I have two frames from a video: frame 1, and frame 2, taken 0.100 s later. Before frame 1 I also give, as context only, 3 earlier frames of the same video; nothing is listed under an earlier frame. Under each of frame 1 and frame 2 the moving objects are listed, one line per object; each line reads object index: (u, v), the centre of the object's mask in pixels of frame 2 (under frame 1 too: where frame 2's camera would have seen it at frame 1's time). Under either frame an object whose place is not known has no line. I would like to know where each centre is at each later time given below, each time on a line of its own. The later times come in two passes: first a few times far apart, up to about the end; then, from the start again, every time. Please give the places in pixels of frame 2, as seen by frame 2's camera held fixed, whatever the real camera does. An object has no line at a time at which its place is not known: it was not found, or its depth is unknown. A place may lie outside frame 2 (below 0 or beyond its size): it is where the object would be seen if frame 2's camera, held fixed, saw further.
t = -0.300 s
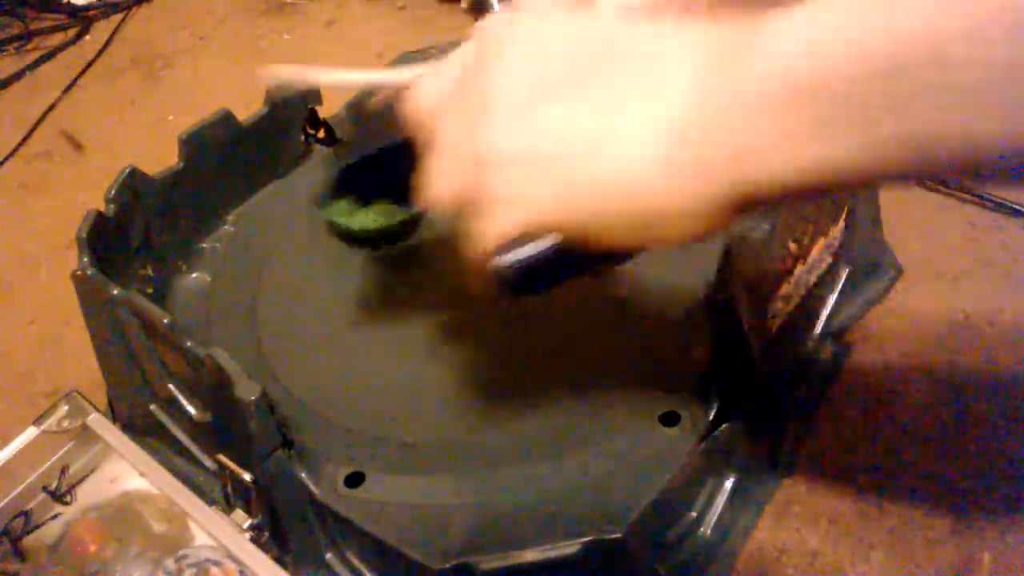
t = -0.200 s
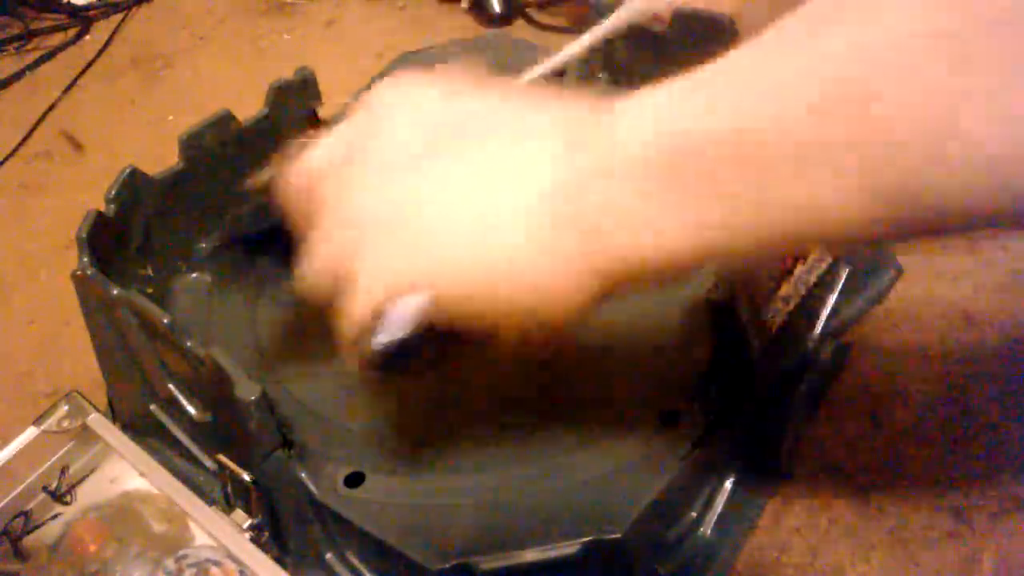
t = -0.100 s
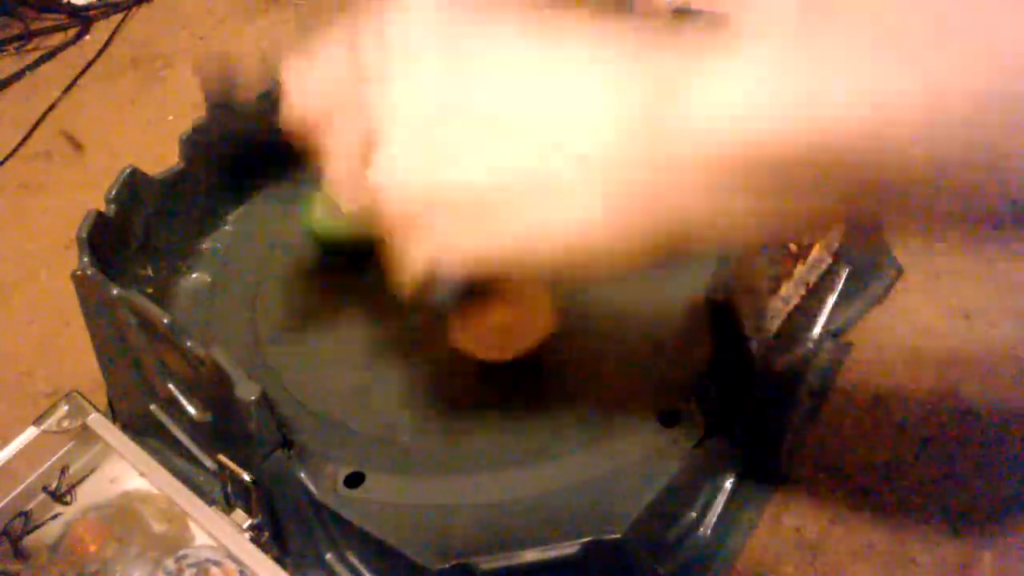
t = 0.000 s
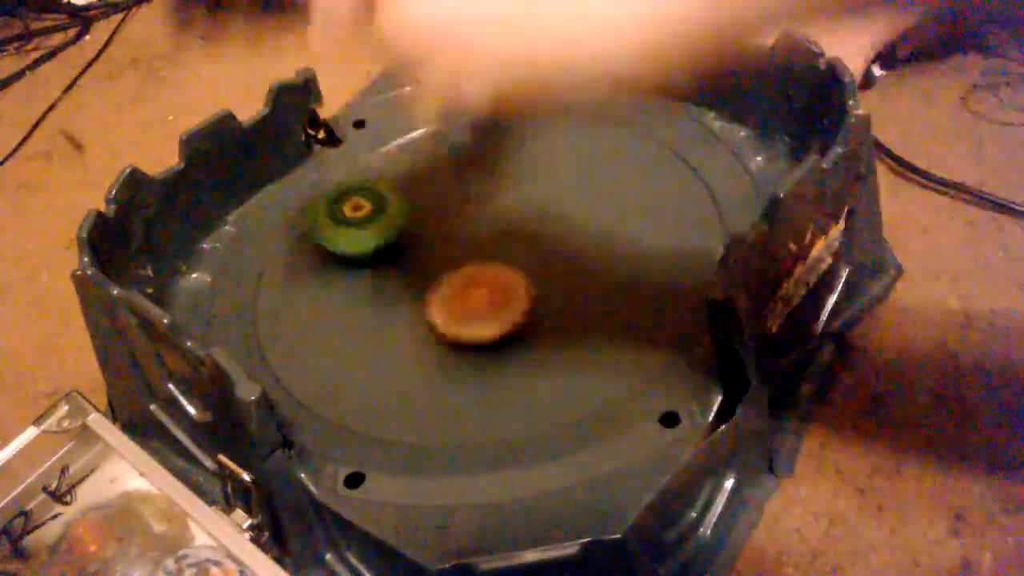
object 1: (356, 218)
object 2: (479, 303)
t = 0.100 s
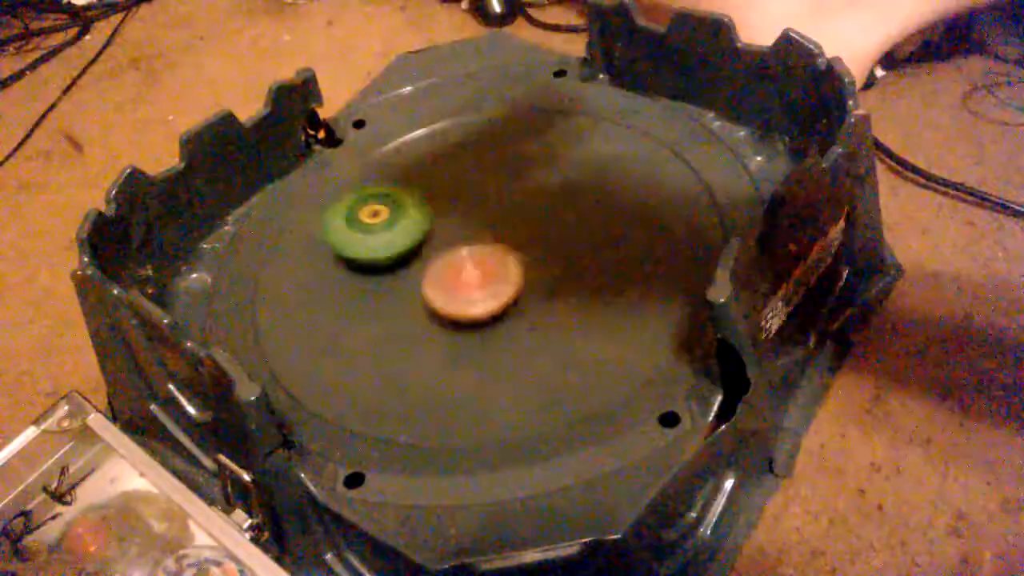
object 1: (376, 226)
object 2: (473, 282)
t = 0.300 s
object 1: (415, 213)
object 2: (495, 249)
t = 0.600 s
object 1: (404, 154)
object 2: (522, 256)
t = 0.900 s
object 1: (374, 147)
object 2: (494, 229)
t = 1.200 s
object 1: (389, 177)
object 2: (460, 232)
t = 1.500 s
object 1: (401, 187)
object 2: (530, 264)
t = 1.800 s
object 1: (449, 195)
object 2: (548, 257)
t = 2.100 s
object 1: (459, 194)
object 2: (549, 266)
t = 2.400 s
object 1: (452, 163)
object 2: (548, 320)
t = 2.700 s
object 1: (403, 164)
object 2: (539, 318)
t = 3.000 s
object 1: (406, 211)
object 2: (471, 279)
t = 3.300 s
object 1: (463, 211)
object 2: (410, 305)
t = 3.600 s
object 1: (508, 206)
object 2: (426, 267)
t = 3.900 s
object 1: (555, 173)
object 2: (384, 238)
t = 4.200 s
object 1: (531, 189)
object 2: (398, 209)
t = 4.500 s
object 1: (503, 246)
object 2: (409, 180)
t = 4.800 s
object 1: (498, 274)
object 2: (435, 182)
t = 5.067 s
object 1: (465, 287)
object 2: (468, 204)
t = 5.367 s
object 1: (428, 288)
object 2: (502, 222)
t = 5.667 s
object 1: (361, 269)
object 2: (537, 231)
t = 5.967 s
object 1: (340, 230)
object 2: (527, 231)
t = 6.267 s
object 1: (384, 190)
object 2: (471, 232)
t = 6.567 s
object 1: (449, 167)
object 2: (444, 239)
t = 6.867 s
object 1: (510, 177)
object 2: (433, 249)
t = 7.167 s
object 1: (527, 224)
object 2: (414, 237)
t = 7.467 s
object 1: (482, 260)
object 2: (411, 211)
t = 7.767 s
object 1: (431, 263)
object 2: (432, 163)
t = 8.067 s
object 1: (419, 233)
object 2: (463, 133)
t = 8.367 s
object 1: (418, 225)
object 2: (507, 174)
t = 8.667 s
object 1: (395, 216)
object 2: (493, 278)
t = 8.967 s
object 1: (404, 212)
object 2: (404, 304)
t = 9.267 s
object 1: (455, 202)
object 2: (383, 262)
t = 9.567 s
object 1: (518, 187)
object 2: (397, 233)
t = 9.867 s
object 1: (526, 218)
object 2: (423, 216)
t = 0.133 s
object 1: (385, 227)
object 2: (472, 275)
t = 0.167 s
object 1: (392, 227)
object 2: (473, 268)
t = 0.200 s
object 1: (400, 225)
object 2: (477, 262)
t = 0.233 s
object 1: (406, 222)
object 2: (483, 257)
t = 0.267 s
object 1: (411, 217)
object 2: (489, 253)
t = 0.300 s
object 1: (415, 213)
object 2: (495, 249)
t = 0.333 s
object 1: (420, 208)
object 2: (501, 244)
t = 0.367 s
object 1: (425, 203)
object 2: (506, 238)
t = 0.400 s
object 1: (428, 199)
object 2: (506, 235)
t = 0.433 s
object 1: (431, 194)
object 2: (504, 232)
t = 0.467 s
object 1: (427, 185)
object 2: (509, 239)
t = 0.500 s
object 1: (421, 174)
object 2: (515, 248)
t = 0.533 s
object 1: (415, 165)
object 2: (518, 253)
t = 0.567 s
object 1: (410, 159)
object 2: (521, 256)
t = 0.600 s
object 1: (404, 154)
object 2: (522, 256)
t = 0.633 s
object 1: (400, 151)
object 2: (522, 255)
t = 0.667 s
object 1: (395, 149)
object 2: (522, 252)
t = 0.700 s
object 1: (391, 148)
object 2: (521, 249)
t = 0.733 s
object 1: (386, 147)
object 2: (519, 245)
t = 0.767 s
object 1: (382, 147)
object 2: (514, 241)
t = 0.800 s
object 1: (379, 146)
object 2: (511, 238)
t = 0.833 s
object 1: (376, 147)
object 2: (506, 235)
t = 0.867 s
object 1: (374, 147)
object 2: (500, 232)
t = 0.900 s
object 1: (374, 147)
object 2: (494, 229)
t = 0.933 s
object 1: (373, 149)
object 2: (488, 227)
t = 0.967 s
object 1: (373, 152)
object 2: (483, 225)
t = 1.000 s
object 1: (372, 154)
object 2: (478, 223)
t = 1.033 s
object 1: (374, 158)
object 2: (473, 222)
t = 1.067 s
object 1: (377, 163)
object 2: (468, 221)
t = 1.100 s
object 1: (380, 168)
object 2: (463, 221)
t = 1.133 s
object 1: (384, 173)
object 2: (459, 221)
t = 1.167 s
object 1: (388, 177)
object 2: (455, 222)
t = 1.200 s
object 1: (389, 177)
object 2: (460, 232)
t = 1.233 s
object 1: (386, 174)
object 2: (471, 246)
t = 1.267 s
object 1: (386, 173)
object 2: (479, 256)
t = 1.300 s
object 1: (386, 173)
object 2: (487, 262)
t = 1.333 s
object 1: (386, 175)
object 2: (496, 266)
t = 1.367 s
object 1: (387, 177)
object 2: (505, 268)
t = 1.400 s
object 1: (389, 178)
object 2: (513, 269)
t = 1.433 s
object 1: (392, 182)
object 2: (520, 268)
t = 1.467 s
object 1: (397, 185)
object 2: (526, 266)
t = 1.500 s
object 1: (401, 187)
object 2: (530, 264)
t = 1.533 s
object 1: (407, 191)
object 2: (533, 261)
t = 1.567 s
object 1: (413, 194)
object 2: (535, 258)
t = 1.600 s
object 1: (421, 196)
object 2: (535, 254)
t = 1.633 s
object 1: (428, 199)
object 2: (535, 250)
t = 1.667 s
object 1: (436, 201)
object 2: (534, 247)
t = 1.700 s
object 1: (443, 203)
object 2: (531, 243)
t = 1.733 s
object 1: (450, 206)
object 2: (528, 242)
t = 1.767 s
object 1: (451, 200)
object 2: (537, 248)
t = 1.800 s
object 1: (449, 195)
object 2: (548, 257)
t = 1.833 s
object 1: (449, 192)
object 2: (555, 264)
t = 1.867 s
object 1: (450, 190)
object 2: (559, 268)
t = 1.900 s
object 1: (452, 189)
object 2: (561, 271)
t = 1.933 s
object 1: (452, 189)
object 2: (561, 272)
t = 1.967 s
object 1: (454, 188)
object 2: (560, 272)
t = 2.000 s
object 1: (455, 189)
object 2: (558, 271)
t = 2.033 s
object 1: (456, 191)
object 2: (556, 269)
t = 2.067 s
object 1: (458, 192)
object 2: (554, 267)
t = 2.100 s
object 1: (459, 194)
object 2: (549, 266)
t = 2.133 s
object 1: (461, 196)
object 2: (546, 264)
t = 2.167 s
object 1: (464, 197)
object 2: (540, 262)
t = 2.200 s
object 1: (467, 200)
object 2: (535, 259)
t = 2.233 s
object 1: (469, 202)
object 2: (531, 257)
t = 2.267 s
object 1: (471, 203)
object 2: (527, 258)
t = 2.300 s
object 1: (469, 190)
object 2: (534, 276)
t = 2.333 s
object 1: (463, 177)
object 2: (540, 294)
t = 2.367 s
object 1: (459, 169)
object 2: (545, 309)
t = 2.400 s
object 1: (452, 163)
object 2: (548, 320)
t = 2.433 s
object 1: (448, 160)
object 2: (550, 327)
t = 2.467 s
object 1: (442, 158)
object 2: (550, 330)
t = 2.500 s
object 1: (436, 156)
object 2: (552, 332)
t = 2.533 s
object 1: (430, 156)
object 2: (553, 332)
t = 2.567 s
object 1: (425, 157)
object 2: (552, 330)
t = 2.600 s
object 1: (419, 157)
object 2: (550, 328)
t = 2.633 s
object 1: (414, 158)
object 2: (547, 326)
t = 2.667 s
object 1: (409, 160)
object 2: (543, 322)
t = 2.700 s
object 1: (403, 164)
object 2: (539, 318)
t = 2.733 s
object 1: (399, 167)
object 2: (533, 314)
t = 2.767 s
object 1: (397, 172)
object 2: (527, 308)
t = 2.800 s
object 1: (394, 177)
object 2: (521, 303)
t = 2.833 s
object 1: (394, 182)
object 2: (514, 298)
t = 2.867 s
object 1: (394, 188)
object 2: (507, 294)
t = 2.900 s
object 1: (396, 192)
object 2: (498, 290)
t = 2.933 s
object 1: (398, 198)
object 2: (490, 286)
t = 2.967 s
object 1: (402, 205)
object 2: (481, 283)
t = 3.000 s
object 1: (406, 211)
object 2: (471, 279)
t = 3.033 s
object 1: (410, 216)
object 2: (461, 277)
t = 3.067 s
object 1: (415, 217)
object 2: (451, 280)
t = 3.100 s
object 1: (421, 217)
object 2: (443, 284)
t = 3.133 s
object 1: (428, 216)
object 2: (435, 288)
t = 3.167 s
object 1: (437, 215)
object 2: (427, 296)
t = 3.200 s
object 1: (444, 214)
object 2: (420, 301)
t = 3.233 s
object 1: (450, 214)
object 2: (415, 304)
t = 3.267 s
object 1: (456, 213)
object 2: (412, 305)
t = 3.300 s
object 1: (463, 211)
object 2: (410, 305)
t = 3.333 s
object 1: (469, 210)
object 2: (409, 303)
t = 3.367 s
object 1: (476, 209)
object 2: (410, 300)
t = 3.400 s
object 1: (481, 209)
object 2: (412, 298)
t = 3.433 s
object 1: (486, 209)
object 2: (414, 295)
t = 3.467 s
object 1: (491, 208)
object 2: (417, 291)
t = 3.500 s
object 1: (496, 208)
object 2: (419, 285)
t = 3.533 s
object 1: (500, 207)
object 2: (421, 279)
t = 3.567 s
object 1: (504, 206)
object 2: (424, 274)
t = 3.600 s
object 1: (508, 206)
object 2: (426, 267)
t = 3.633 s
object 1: (511, 205)
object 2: (429, 260)
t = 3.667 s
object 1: (520, 199)
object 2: (419, 257)
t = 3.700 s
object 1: (533, 191)
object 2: (404, 257)
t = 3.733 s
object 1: (542, 185)
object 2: (394, 255)
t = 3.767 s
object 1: (547, 183)
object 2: (388, 252)
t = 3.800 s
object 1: (551, 179)
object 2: (385, 250)
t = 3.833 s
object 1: (553, 175)
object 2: (383, 245)
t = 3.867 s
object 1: (555, 174)
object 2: (384, 242)
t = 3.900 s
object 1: (555, 173)
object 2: (384, 238)
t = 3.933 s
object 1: (555, 172)
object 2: (385, 235)
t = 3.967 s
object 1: (555, 171)
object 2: (386, 231)
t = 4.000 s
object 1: (553, 171)
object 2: (388, 228)
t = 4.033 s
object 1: (550, 172)
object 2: (390, 225)
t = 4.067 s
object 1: (547, 174)
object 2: (391, 222)
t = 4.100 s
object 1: (543, 177)
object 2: (393, 219)
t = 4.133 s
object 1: (539, 180)
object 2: (395, 215)
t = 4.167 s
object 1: (535, 184)
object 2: (396, 212)
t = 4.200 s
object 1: (531, 189)
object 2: (398, 209)
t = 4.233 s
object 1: (526, 193)
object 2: (399, 206)
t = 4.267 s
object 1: (520, 199)
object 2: (402, 203)
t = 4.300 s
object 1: (515, 205)
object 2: (404, 200)
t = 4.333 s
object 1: (510, 211)
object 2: (407, 198)
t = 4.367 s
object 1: (504, 217)
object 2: (410, 196)
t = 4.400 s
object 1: (502, 223)
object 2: (411, 192)
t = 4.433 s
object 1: (504, 232)
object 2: (409, 187)
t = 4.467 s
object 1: (504, 239)
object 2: (409, 183)
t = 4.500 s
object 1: (503, 246)
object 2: (409, 180)
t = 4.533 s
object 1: (501, 252)
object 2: (411, 178)
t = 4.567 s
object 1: (500, 256)
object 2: (413, 177)
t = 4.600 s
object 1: (500, 259)
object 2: (416, 177)
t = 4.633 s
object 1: (501, 262)
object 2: (419, 177)
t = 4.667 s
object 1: (502, 264)
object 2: (422, 177)
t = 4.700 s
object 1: (502, 266)
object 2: (424, 178)
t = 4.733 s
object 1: (502, 268)
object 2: (427, 179)
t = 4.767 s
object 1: (500, 271)
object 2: (431, 181)
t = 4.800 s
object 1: (498, 274)
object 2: (435, 182)
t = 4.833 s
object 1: (496, 276)
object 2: (439, 185)
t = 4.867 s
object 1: (492, 278)
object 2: (443, 188)
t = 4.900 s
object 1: (488, 280)
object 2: (447, 190)
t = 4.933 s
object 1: (485, 282)
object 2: (451, 193)
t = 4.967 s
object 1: (480, 284)
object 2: (455, 196)
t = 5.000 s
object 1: (475, 285)
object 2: (460, 198)
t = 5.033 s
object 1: (470, 286)
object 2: (464, 202)
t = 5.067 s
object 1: (465, 287)
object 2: (468, 204)
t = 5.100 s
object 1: (461, 286)
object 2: (473, 206)
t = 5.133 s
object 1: (456, 286)
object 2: (478, 208)
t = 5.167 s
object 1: (451, 288)
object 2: (483, 209)
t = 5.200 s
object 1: (446, 290)
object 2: (488, 210)
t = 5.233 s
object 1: (442, 290)
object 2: (492, 212)
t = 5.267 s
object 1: (438, 291)
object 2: (495, 215)
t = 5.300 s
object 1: (435, 290)
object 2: (497, 218)
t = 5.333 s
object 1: (432, 289)
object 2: (498, 220)
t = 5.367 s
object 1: (428, 288)
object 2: (502, 222)
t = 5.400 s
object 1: (423, 288)
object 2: (505, 223)
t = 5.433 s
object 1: (417, 287)
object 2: (508, 226)
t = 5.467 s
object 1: (412, 285)
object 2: (508, 228)
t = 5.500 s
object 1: (408, 283)
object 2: (508, 231)
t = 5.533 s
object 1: (405, 280)
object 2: (507, 233)
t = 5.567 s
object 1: (402, 277)
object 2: (504, 236)
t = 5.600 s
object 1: (389, 274)
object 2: (513, 236)
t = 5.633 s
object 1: (373, 273)
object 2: (528, 233)
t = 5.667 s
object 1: (361, 269)
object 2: (537, 231)
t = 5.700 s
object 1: (352, 266)
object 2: (543, 230)
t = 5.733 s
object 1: (347, 262)
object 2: (546, 231)
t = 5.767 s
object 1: (342, 258)
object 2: (546, 231)
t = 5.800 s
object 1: (339, 254)
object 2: (545, 231)
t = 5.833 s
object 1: (337, 250)
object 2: (543, 231)
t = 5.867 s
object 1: (337, 245)
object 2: (539, 231)
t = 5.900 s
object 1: (337, 240)
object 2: (536, 231)
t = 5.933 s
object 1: (337, 236)
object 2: (532, 231)
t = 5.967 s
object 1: (340, 230)
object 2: (527, 231)
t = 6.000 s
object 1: (341, 225)
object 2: (521, 231)
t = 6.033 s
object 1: (345, 220)
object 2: (516, 231)
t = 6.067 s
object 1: (349, 216)
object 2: (510, 230)
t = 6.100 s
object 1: (353, 210)
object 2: (504, 231)
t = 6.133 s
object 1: (359, 206)
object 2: (497, 231)
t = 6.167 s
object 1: (364, 200)
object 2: (491, 232)
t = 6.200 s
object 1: (371, 196)
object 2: (485, 231)
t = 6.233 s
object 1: (377, 193)
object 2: (478, 231)
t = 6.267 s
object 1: (384, 190)
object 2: (471, 232)
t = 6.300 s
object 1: (391, 187)
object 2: (465, 232)
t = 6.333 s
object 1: (398, 183)
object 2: (461, 232)
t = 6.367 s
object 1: (404, 179)
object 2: (455, 232)
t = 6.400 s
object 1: (411, 176)
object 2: (451, 235)
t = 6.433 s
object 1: (417, 173)
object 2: (449, 237)
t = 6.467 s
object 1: (426, 169)
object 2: (447, 238)
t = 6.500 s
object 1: (434, 168)
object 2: (445, 239)
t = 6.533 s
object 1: (442, 167)
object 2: (444, 239)
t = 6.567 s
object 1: (449, 167)
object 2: (444, 239)
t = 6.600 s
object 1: (457, 166)
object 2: (444, 239)
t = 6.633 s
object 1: (463, 167)
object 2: (442, 239)
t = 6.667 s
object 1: (473, 166)
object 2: (438, 245)
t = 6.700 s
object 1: (482, 164)
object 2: (434, 249)
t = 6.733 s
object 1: (490, 164)
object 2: (431, 252)
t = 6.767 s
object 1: (496, 166)
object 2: (430, 253)
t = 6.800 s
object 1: (501, 169)
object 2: (430, 253)
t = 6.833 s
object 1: (506, 173)
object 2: (431, 251)
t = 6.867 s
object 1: (510, 177)
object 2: (433, 249)
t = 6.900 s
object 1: (514, 182)
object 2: (434, 248)
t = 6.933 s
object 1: (518, 187)
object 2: (436, 245)
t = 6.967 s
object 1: (520, 191)
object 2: (438, 243)
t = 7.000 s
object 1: (524, 198)
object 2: (433, 242)
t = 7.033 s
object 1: (529, 201)
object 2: (426, 242)
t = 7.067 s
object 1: (530, 207)
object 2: (421, 242)
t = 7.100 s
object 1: (531, 212)
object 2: (418, 240)
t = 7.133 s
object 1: (529, 218)
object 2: (416, 239)
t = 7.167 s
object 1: (527, 224)
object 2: (414, 237)
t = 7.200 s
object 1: (525, 230)
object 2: (413, 235)
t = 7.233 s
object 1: (520, 235)
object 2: (413, 233)
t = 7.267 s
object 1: (514, 241)
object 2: (412, 231)
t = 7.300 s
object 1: (509, 245)
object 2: (412, 229)
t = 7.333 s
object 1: (501, 250)
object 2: (412, 226)
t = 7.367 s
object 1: (497, 254)
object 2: (410, 221)
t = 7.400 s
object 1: (492, 257)
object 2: (410, 218)
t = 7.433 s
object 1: (487, 260)
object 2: (411, 214)
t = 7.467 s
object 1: (482, 260)
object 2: (411, 211)
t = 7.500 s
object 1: (476, 261)
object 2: (411, 208)
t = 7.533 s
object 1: (469, 262)
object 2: (412, 205)
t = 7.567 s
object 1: (464, 261)
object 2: (414, 202)
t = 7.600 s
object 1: (459, 260)
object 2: (416, 199)
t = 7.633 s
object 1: (454, 259)
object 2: (417, 194)
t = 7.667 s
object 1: (449, 257)
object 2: (419, 190)
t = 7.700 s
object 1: (444, 255)
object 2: (422, 186)
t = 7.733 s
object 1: (439, 256)
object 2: (427, 179)
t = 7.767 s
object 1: (431, 263)
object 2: (432, 163)
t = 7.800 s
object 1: (427, 266)
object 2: (438, 149)
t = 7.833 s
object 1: (422, 265)
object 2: (443, 141)
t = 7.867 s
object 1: (419, 263)
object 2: (447, 135)
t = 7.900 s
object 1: (416, 259)
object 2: (450, 131)
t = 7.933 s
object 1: (414, 255)
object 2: (452, 130)
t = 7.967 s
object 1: (415, 249)
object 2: (455, 129)
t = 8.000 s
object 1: (415, 244)
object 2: (458, 130)
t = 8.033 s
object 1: (417, 239)
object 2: (461, 131)
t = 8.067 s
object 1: (419, 233)
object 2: (463, 133)
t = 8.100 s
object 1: (422, 229)
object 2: (466, 137)
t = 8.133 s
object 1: (424, 223)
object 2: (470, 142)
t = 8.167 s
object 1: (426, 220)
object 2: (473, 145)
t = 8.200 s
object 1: (427, 218)
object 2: (477, 149)
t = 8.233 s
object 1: (424, 220)
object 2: (484, 151)
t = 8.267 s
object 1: (419, 222)
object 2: (494, 154)
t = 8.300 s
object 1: (417, 225)
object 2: (501, 159)
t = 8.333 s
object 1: (417, 224)
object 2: (505, 167)
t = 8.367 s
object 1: (418, 225)
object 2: (507, 174)
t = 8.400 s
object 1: (420, 223)
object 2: (508, 185)
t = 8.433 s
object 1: (418, 221)
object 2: (511, 196)
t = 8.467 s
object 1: (414, 221)
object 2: (516, 210)
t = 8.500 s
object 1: (410, 219)
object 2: (519, 224)
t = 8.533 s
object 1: (406, 219)
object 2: (519, 237)
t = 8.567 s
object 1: (403, 218)
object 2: (517, 250)
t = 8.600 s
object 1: (400, 217)
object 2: (510, 261)
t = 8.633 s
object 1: (397, 217)
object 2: (502, 270)
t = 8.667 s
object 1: (395, 216)
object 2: (493, 278)
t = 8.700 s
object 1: (394, 215)
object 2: (483, 286)
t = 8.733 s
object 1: (393, 214)
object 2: (472, 293)
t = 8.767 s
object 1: (393, 213)
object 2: (461, 299)
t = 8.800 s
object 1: (392, 213)
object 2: (450, 303)
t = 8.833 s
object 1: (393, 213)
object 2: (439, 306)
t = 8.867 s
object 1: (394, 213)
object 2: (429, 307)
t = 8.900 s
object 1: (397, 213)
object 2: (419, 307)
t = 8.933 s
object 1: (400, 212)
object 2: (411, 307)
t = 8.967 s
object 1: (404, 212)
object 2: (404, 304)
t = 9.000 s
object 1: (407, 212)
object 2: (399, 301)
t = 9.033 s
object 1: (412, 213)
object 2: (395, 296)
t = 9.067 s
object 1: (416, 214)
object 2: (391, 291)
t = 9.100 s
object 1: (422, 212)
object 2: (390, 285)
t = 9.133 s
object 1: (429, 211)
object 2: (387, 280)
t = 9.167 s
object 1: (436, 208)
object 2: (382, 278)
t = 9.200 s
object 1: (444, 205)
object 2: (380, 273)
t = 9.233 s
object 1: (450, 204)
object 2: (381, 269)
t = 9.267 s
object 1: (455, 202)
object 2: (383, 262)
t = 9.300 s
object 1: (469, 198)
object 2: (375, 261)
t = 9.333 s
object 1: (484, 190)
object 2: (367, 260)
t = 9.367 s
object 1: (494, 186)
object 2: (365, 257)
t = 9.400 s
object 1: (502, 184)
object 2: (367, 252)
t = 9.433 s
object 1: (507, 184)
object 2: (371, 248)
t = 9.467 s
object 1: (511, 184)
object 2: (376, 244)
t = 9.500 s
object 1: (514, 184)
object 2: (383, 240)
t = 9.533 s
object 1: (517, 186)
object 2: (390, 236)
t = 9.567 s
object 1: (518, 187)
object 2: (397, 233)
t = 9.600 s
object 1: (520, 191)
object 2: (405, 229)
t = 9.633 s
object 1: (521, 194)
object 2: (412, 226)
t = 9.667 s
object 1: (521, 198)
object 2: (420, 224)
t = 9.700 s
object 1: (522, 202)
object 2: (425, 222)
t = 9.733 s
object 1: (523, 205)
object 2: (427, 221)
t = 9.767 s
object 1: (529, 208)
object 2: (425, 218)
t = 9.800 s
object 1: (531, 212)
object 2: (422, 217)
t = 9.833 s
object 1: (530, 215)
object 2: (422, 216)
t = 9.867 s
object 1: (526, 218)
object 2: (423, 216)
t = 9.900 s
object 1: (526, 219)
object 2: (423, 214)
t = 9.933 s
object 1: (524, 230)
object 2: (417, 210)
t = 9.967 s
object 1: (524, 238)
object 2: (412, 207)
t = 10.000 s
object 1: (521, 242)
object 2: (409, 204)
